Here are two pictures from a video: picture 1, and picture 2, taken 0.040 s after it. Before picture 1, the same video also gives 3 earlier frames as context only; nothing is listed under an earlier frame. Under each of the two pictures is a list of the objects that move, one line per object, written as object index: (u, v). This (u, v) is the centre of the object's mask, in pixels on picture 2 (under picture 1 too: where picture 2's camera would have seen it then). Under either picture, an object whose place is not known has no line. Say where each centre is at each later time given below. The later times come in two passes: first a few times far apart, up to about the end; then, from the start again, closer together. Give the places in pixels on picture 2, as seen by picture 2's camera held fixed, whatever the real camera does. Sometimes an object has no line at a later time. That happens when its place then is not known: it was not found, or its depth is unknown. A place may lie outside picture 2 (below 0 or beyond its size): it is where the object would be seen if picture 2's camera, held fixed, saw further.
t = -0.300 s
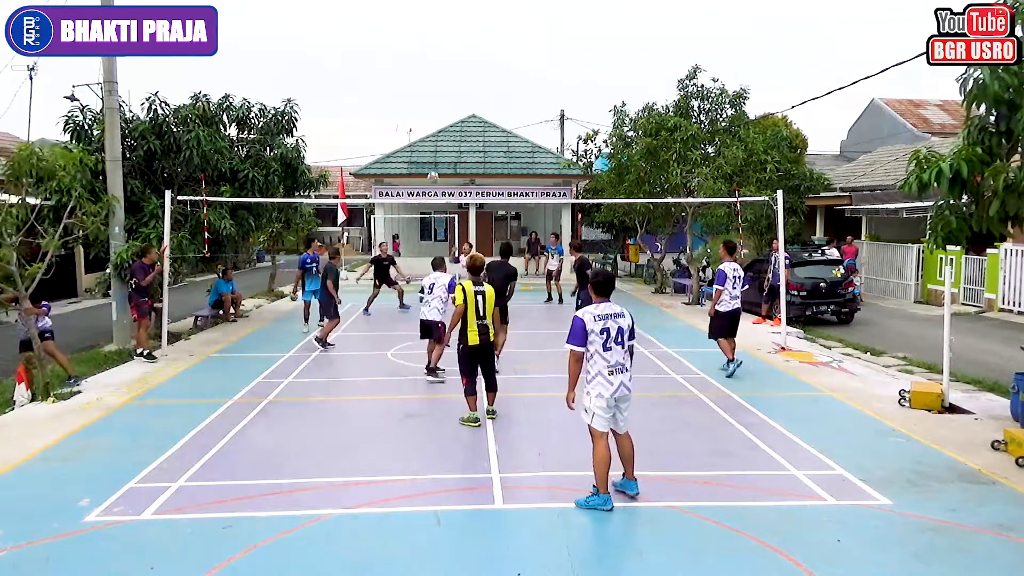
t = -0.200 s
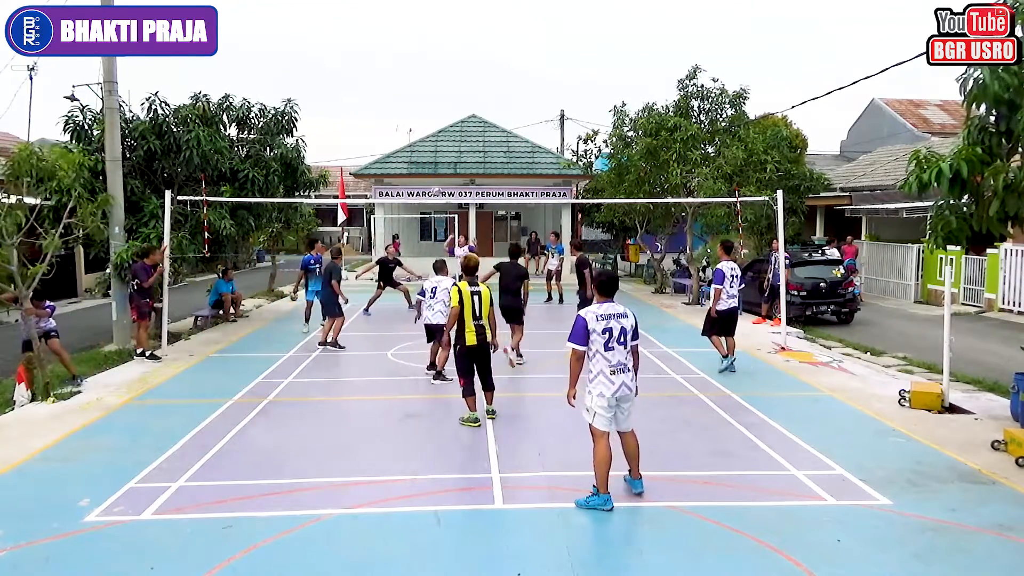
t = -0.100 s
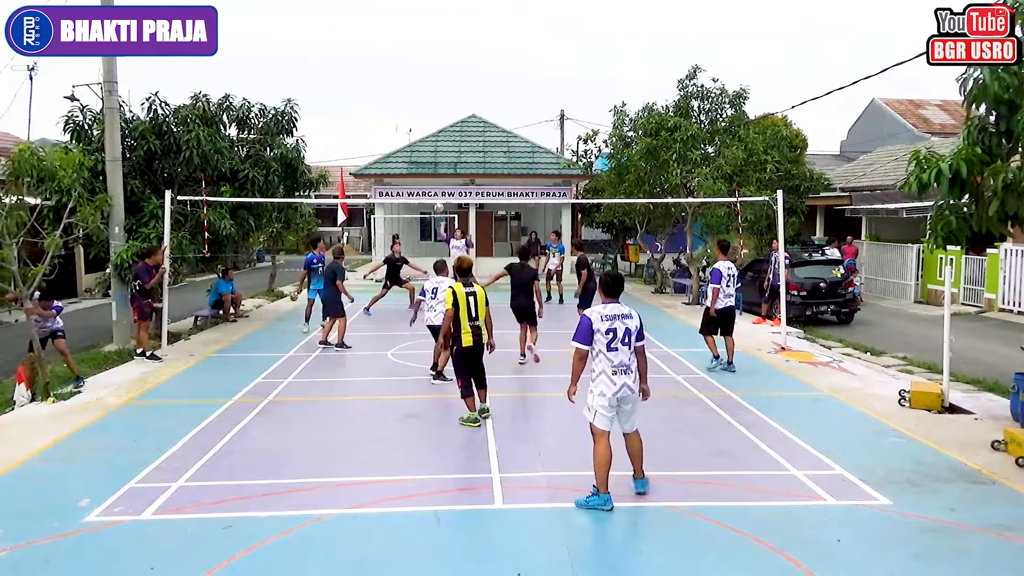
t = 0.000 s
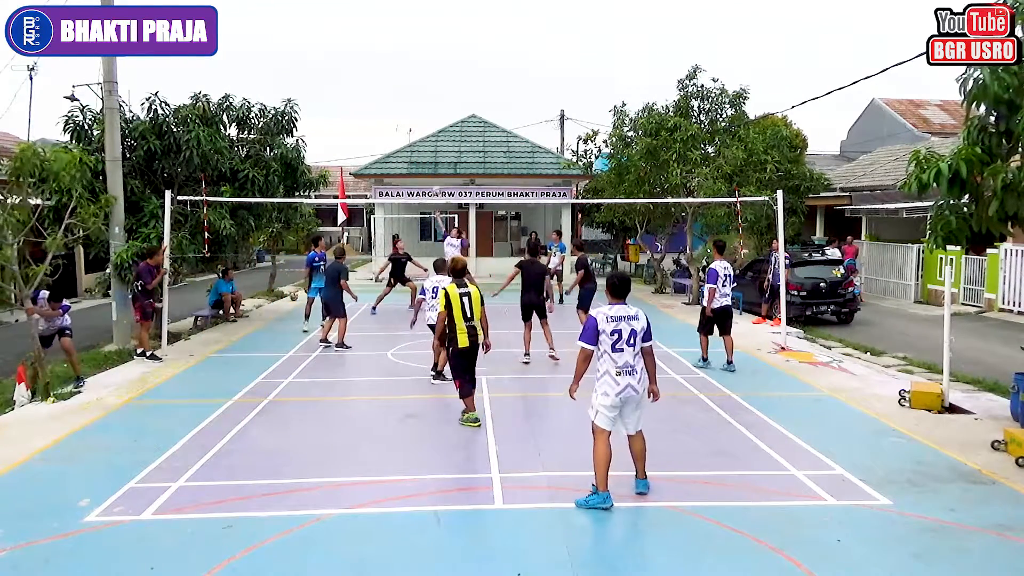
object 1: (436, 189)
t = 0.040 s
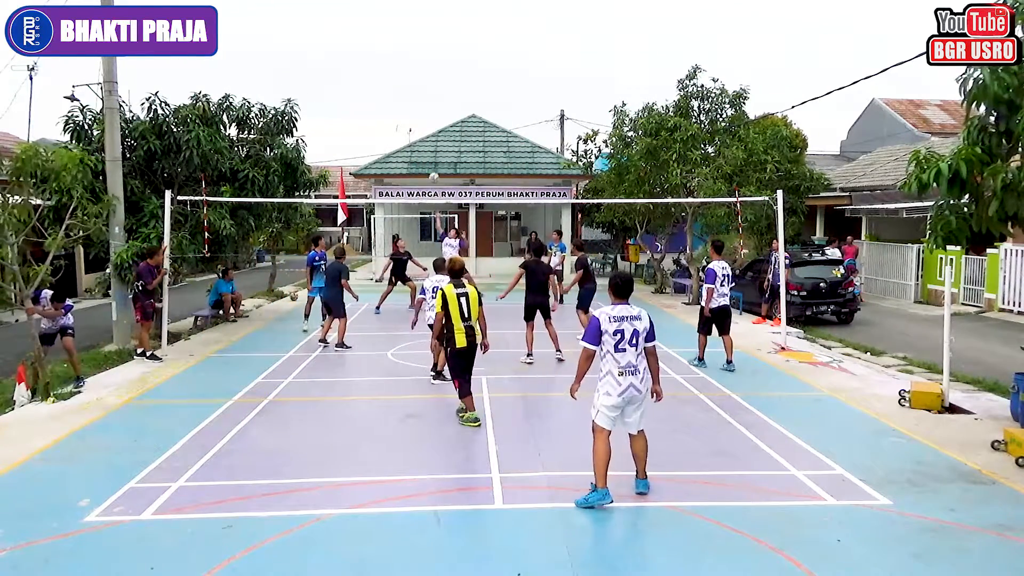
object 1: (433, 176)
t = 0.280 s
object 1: (420, 112)
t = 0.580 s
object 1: (400, 64)
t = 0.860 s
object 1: (380, 61)
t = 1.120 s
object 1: (358, 108)
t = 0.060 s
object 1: (432, 170)
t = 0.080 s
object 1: (431, 164)
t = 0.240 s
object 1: (422, 121)
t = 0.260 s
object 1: (421, 117)
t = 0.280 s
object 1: (420, 112)
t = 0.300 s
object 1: (419, 109)
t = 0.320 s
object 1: (416, 105)
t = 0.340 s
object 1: (416, 100)
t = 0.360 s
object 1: (415, 95)
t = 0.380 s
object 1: (414, 91)
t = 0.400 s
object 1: (412, 87)
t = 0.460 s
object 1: (407, 78)
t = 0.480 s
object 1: (406, 75)
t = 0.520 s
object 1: (405, 71)
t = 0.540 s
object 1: (402, 68)
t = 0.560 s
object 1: (401, 66)
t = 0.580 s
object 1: (400, 64)
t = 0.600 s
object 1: (399, 62)
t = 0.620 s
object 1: (398, 60)
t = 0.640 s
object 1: (397, 59)
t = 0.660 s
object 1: (395, 58)
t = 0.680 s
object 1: (394, 57)
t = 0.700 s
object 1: (392, 57)
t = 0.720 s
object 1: (391, 56)
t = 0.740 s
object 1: (389, 56)
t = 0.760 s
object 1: (388, 56)
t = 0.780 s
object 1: (386, 57)
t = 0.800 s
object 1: (384, 58)
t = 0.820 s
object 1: (383, 59)
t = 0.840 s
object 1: (381, 60)
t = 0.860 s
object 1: (380, 61)
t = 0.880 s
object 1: (378, 63)
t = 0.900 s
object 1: (376, 65)
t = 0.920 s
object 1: (375, 68)
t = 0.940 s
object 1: (374, 70)
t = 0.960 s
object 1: (372, 72)
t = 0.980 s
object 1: (370, 76)
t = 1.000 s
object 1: (368, 80)
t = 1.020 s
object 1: (367, 84)
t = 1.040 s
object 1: (365, 87)
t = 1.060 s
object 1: (363, 92)
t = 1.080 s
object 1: (362, 97)
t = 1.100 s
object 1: (360, 102)
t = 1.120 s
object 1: (358, 108)
